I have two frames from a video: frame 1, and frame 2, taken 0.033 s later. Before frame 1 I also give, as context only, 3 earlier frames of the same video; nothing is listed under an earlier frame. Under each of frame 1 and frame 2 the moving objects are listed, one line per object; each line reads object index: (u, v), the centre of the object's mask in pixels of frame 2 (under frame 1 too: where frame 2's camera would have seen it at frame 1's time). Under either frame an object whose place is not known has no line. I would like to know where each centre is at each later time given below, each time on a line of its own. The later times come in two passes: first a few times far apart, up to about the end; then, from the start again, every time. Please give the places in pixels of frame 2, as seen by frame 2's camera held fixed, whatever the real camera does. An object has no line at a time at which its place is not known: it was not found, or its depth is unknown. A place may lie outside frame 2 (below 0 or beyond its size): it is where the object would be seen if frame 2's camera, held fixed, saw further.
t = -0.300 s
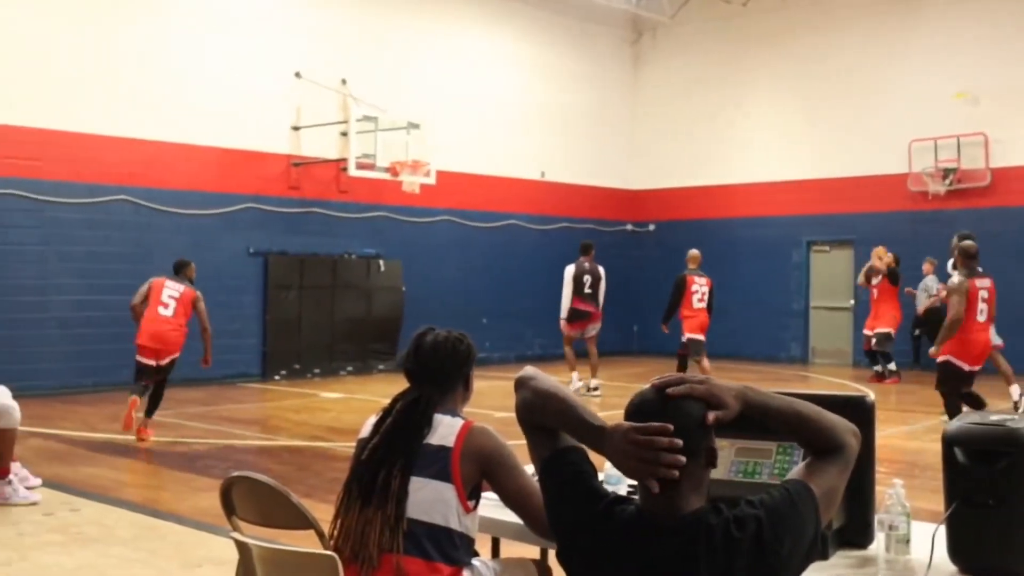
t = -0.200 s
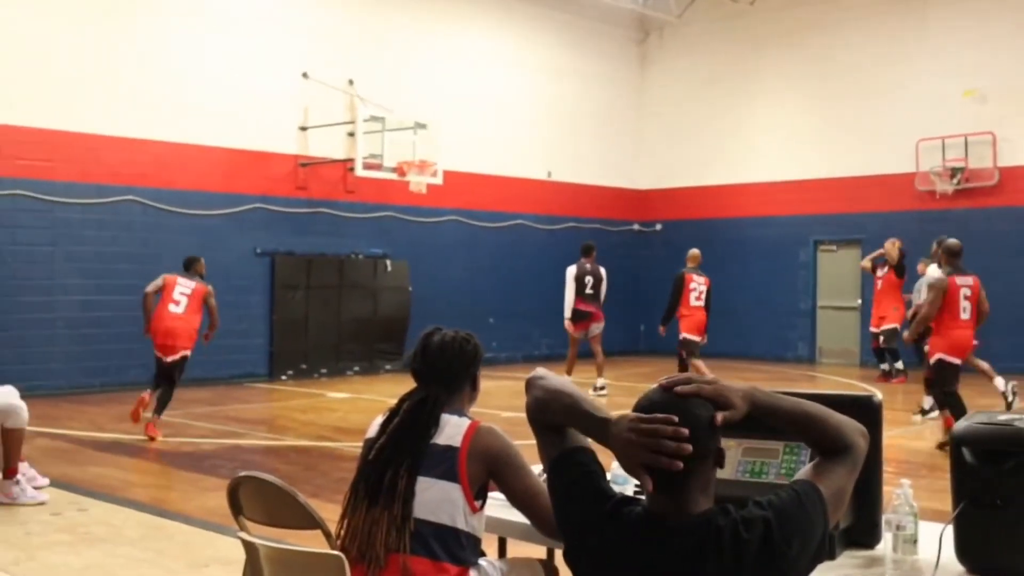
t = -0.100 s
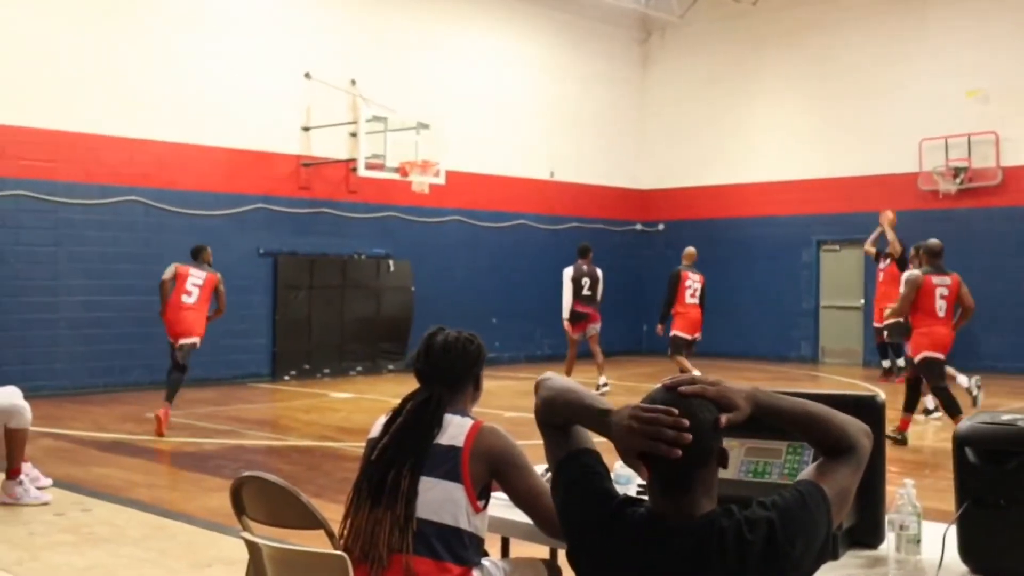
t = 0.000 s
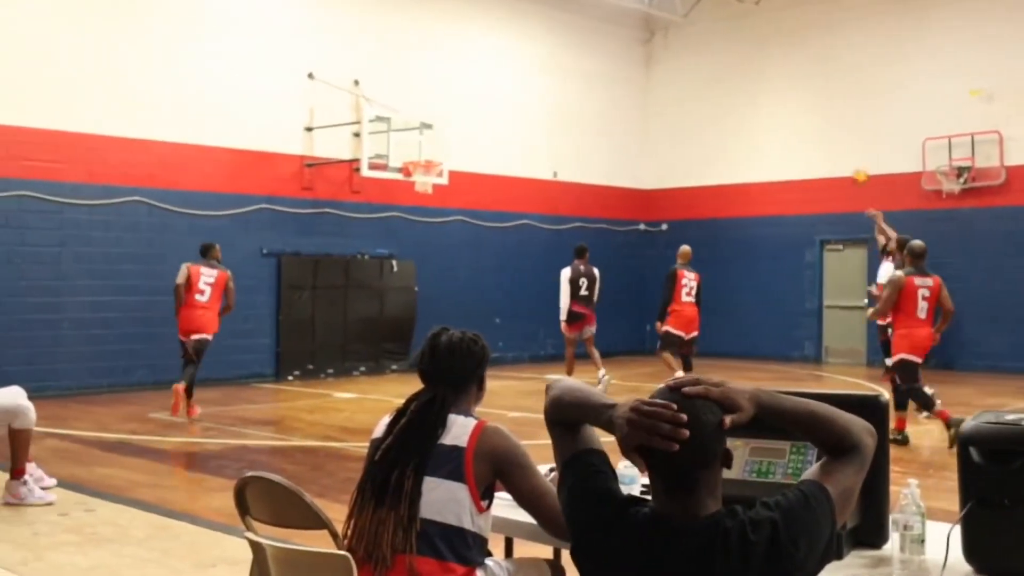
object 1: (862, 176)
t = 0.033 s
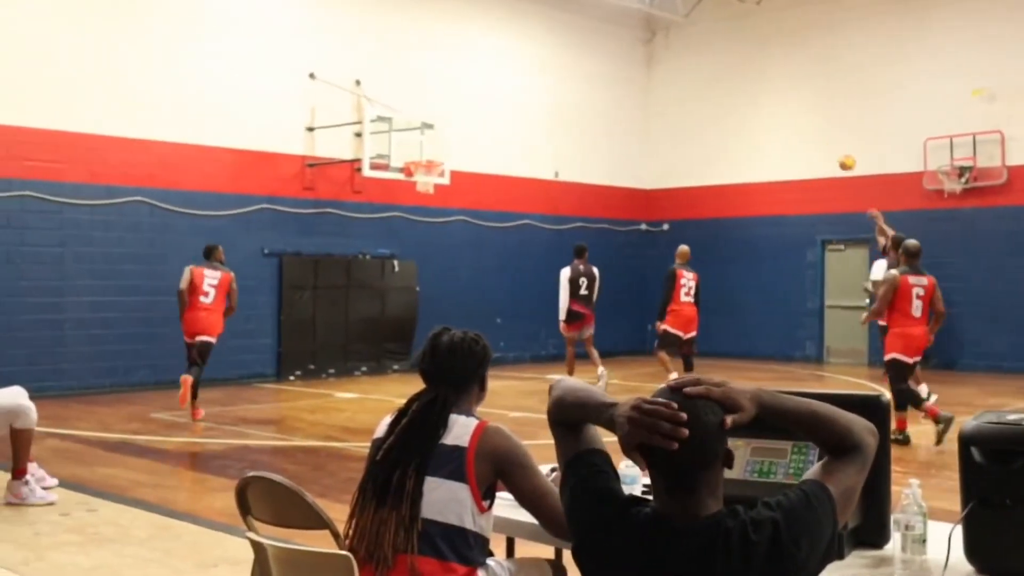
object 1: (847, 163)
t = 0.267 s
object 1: (757, 92)
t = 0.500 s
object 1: (665, 56)
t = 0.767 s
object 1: (562, 64)
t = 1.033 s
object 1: (460, 122)
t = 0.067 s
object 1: (834, 150)
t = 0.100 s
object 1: (821, 138)
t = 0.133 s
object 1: (808, 128)
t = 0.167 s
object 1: (795, 118)
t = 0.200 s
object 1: (782, 108)
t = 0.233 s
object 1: (769, 100)
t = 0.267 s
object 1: (757, 92)
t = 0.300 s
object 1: (743, 84)
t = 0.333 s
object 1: (731, 78)
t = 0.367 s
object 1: (717, 71)
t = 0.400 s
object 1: (704, 66)
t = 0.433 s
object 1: (691, 62)
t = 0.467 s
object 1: (679, 59)
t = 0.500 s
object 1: (665, 56)
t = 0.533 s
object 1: (652, 54)
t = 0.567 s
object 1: (639, 53)
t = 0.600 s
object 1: (626, 53)
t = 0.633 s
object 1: (614, 54)
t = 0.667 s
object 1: (601, 55)
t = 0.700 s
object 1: (588, 58)
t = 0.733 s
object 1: (575, 60)
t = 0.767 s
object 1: (562, 64)
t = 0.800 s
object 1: (550, 69)
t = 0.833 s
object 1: (536, 75)
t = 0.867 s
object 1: (524, 80)
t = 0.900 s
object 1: (511, 87)
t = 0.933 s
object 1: (498, 95)
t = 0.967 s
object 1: (485, 103)
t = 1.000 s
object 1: (473, 113)
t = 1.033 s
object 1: (460, 122)
